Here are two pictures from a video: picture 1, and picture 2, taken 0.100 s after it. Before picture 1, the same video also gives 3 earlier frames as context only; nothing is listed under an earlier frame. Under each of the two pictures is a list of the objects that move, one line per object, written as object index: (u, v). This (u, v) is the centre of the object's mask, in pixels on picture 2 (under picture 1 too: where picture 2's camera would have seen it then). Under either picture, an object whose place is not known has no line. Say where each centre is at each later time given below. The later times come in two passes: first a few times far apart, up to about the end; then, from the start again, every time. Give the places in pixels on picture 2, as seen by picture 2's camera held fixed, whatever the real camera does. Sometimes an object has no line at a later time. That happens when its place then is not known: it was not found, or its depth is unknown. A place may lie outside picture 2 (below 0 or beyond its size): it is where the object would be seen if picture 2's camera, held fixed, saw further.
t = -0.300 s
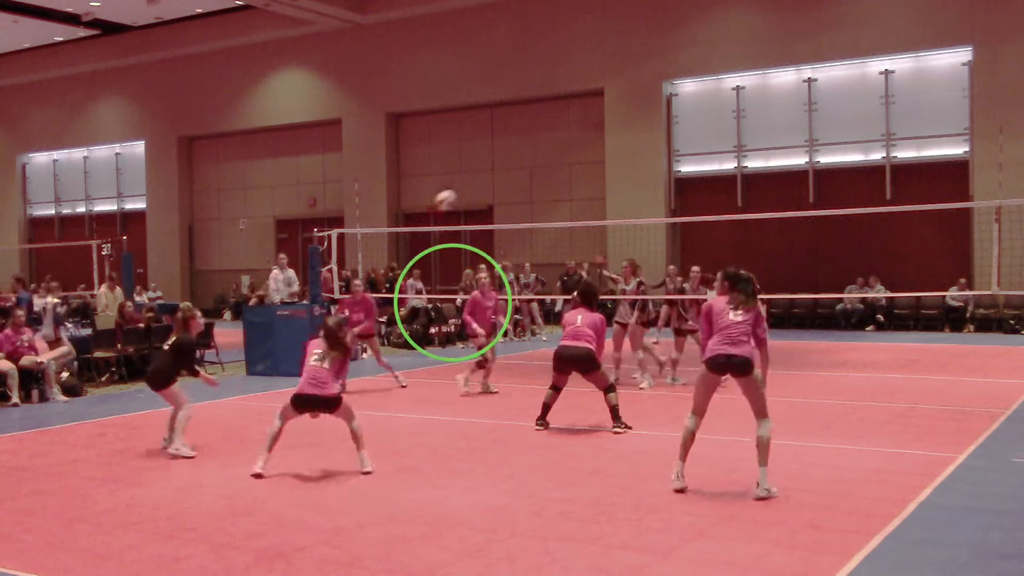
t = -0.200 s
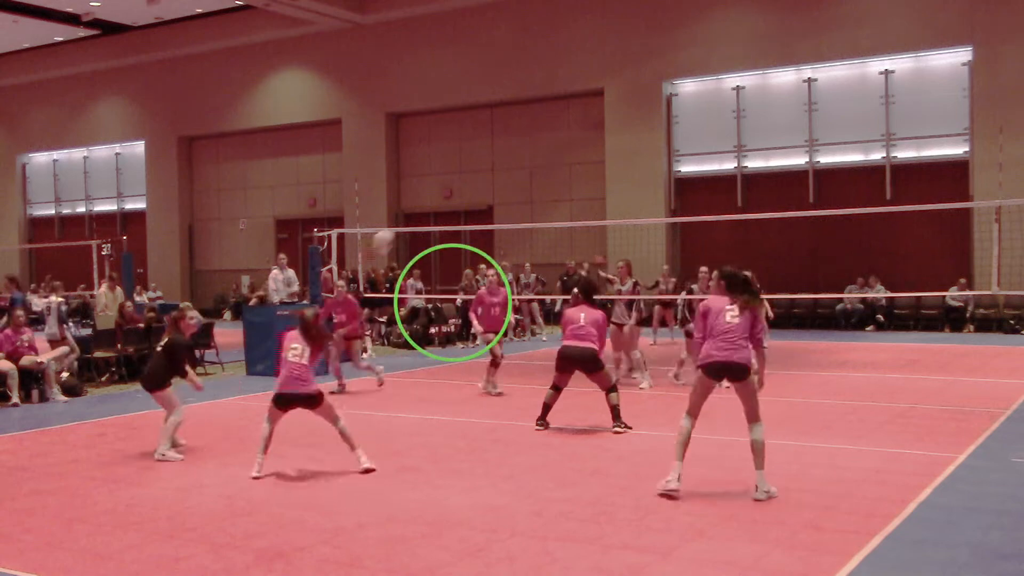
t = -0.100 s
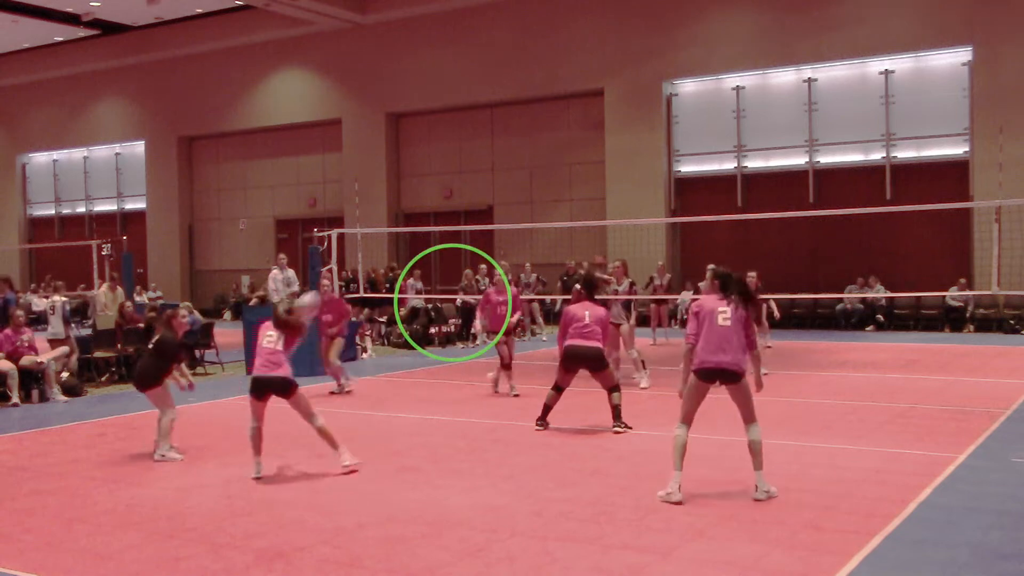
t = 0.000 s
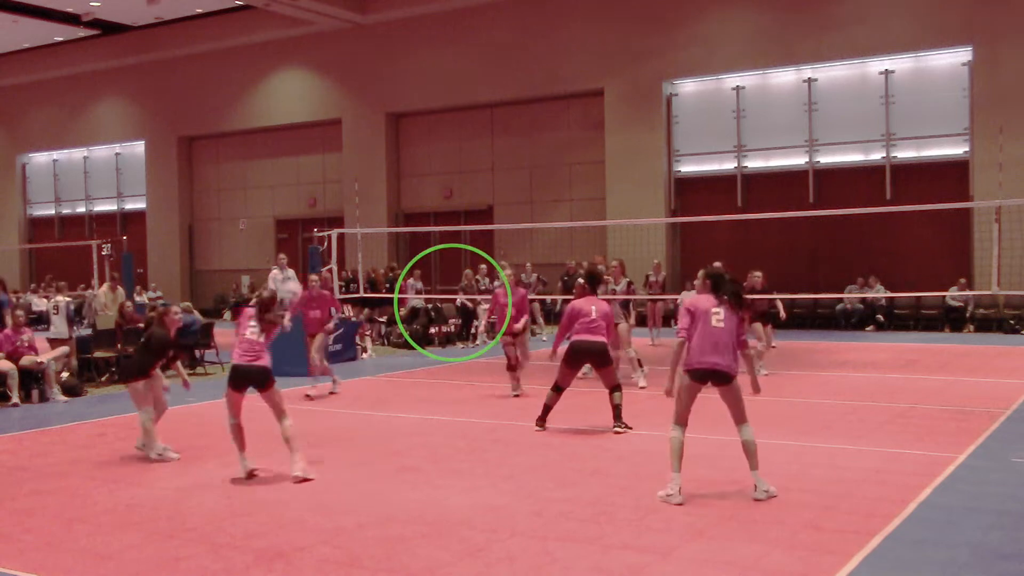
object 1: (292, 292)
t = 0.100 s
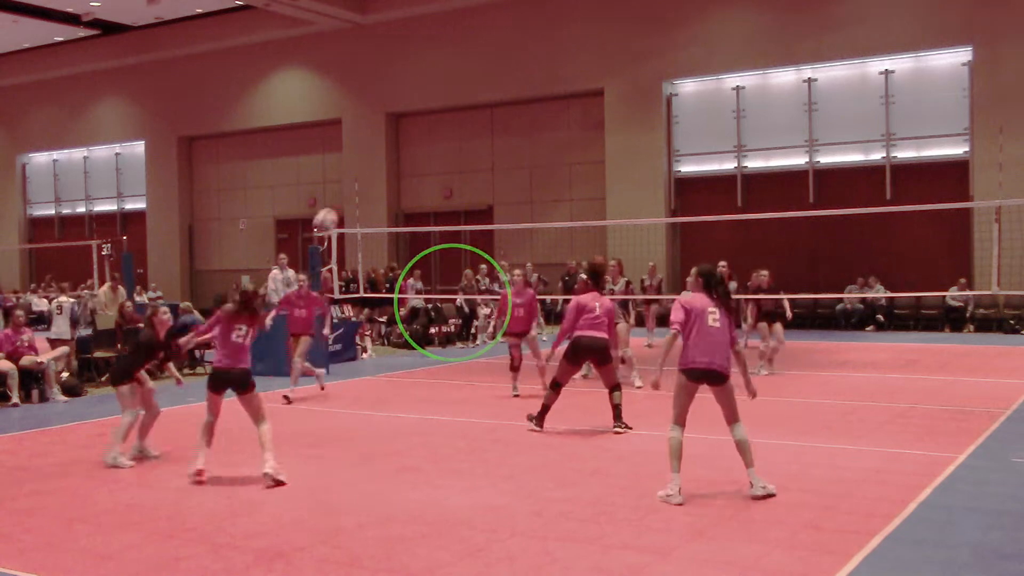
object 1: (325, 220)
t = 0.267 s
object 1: (384, 132)
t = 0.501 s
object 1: (459, 62)
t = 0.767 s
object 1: (540, 55)
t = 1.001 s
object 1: (607, 102)
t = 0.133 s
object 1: (337, 201)
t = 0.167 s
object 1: (349, 181)
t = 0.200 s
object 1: (360, 162)
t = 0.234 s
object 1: (371, 146)
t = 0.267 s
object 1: (384, 132)
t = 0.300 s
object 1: (394, 118)
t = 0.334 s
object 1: (405, 105)
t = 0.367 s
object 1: (416, 94)
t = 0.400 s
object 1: (427, 84)
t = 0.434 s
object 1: (437, 75)
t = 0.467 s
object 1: (449, 68)
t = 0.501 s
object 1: (459, 62)
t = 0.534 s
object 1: (470, 57)
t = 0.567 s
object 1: (480, 53)
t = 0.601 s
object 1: (490, 50)
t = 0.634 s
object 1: (500, 49)
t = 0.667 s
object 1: (511, 48)
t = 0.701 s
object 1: (520, 49)
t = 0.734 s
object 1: (531, 51)
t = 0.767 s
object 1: (540, 55)
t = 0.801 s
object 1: (550, 57)
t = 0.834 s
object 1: (560, 63)
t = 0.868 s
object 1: (570, 69)
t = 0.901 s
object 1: (579, 75)
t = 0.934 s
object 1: (588, 83)
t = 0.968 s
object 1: (597, 92)
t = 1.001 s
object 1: (607, 102)
